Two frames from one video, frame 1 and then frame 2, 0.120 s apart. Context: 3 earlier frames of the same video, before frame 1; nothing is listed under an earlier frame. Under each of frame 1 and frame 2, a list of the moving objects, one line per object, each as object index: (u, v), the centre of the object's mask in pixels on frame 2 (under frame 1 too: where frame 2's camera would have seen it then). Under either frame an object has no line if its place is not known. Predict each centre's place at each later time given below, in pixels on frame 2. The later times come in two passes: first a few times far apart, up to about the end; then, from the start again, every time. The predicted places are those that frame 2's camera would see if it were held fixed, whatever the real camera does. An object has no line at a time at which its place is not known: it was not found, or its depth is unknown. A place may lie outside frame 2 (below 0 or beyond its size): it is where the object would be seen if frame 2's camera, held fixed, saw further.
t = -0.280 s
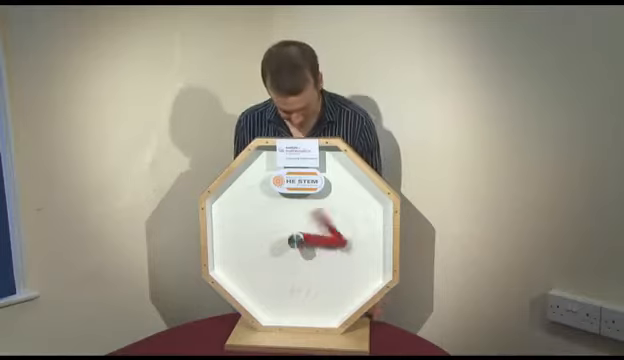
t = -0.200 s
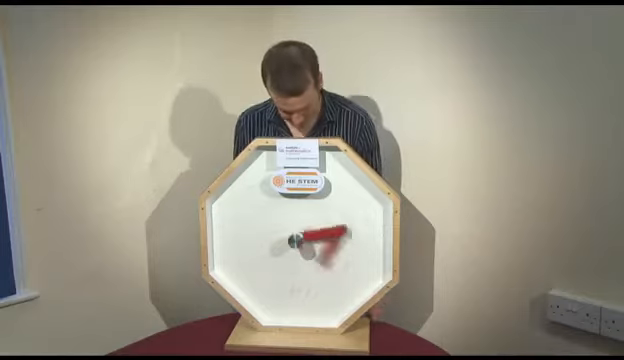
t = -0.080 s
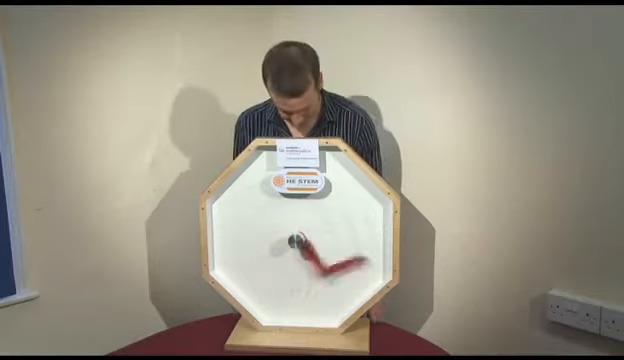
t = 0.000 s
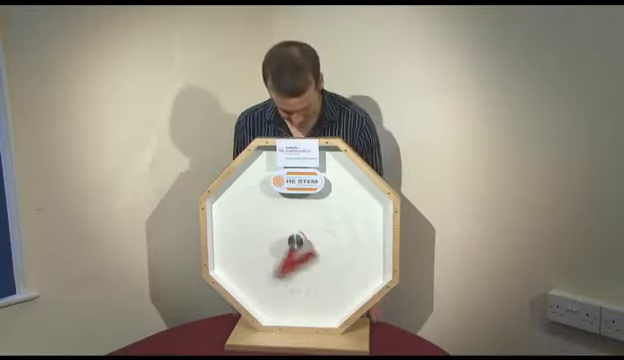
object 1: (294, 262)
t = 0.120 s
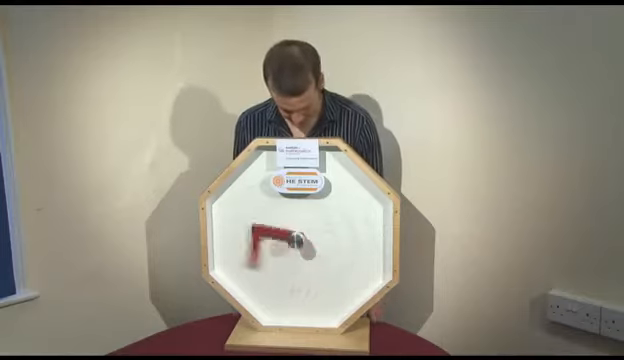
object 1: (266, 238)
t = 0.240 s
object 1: (261, 245)
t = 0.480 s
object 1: (322, 247)
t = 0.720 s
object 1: (321, 263)
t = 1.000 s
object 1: (263, 226)
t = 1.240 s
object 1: (281, 277)
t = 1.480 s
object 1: (332, 234)
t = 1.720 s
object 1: (315, 255)
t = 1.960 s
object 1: (275, 250)
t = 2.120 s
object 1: (287, 263)
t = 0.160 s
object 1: (259, 237)
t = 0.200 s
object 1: (256, 239)
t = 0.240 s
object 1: (261, 245)
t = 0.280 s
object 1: (275, 251)
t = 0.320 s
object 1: (292, 264)
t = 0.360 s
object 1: (309, 264)
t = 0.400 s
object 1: (322, 262)
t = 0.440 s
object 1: (325, 254)
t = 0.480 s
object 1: (322, 247)
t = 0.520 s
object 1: (319, 242)
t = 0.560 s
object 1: (324, 244)
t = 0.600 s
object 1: (330, 246)
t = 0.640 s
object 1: (329, 250)
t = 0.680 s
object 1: (323, 251)
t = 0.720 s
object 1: (321, 263)
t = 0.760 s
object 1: (304, 276)
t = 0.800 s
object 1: (283, 278)
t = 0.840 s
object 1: (269, 267)
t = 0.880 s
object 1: (266, 248)
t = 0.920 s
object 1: (264, 238)
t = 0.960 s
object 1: (264, 230)
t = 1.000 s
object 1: (263, 226)
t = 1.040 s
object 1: (261, 226)
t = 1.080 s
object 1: (259, 230)
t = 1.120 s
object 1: (257, 238)
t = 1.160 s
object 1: (260, 249)
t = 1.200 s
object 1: (265, 263)
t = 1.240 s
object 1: (281, 277)
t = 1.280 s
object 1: (304, 273)
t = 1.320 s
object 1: (312, 267)
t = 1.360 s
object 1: (326, 266)
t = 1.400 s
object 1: (330, 253)
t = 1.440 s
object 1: (332, 242)
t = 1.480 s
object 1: (332, 234)
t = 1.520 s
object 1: (332, 231)
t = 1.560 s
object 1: (330, 230)
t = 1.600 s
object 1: (328, 233)
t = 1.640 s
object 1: (327, 239)
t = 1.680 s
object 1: (324, 249)
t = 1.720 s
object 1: (315, 255)
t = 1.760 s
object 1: (307, 269)
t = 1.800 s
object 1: (286, 267)
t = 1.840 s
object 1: (285, 268)
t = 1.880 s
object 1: (276, 267)
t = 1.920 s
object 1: (278, 254)
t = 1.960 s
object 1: (275, 250)
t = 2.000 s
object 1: (271, 244)
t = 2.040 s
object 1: (265, 255)
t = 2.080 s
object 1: (263, 261)
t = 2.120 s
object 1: (287, 263)
